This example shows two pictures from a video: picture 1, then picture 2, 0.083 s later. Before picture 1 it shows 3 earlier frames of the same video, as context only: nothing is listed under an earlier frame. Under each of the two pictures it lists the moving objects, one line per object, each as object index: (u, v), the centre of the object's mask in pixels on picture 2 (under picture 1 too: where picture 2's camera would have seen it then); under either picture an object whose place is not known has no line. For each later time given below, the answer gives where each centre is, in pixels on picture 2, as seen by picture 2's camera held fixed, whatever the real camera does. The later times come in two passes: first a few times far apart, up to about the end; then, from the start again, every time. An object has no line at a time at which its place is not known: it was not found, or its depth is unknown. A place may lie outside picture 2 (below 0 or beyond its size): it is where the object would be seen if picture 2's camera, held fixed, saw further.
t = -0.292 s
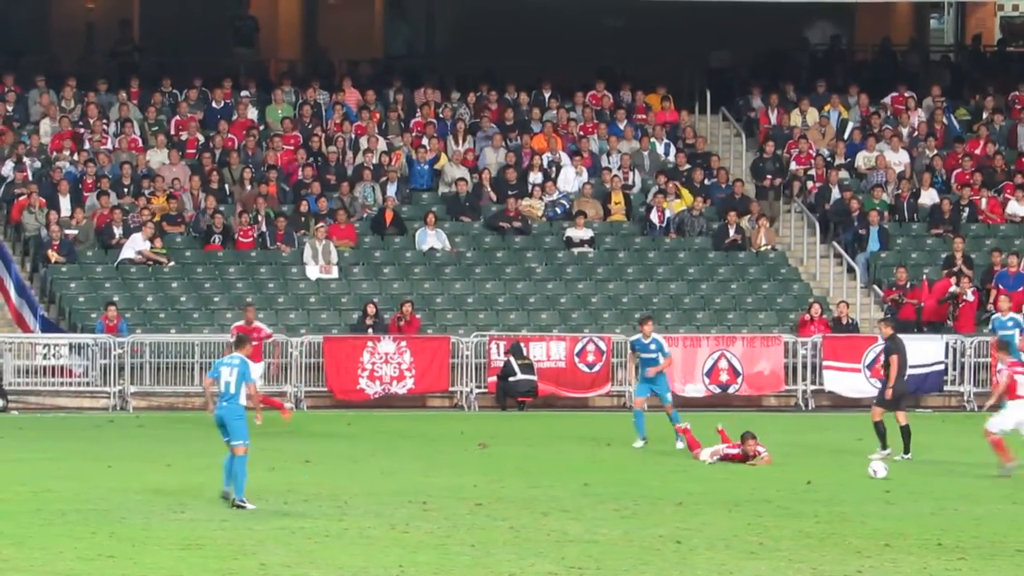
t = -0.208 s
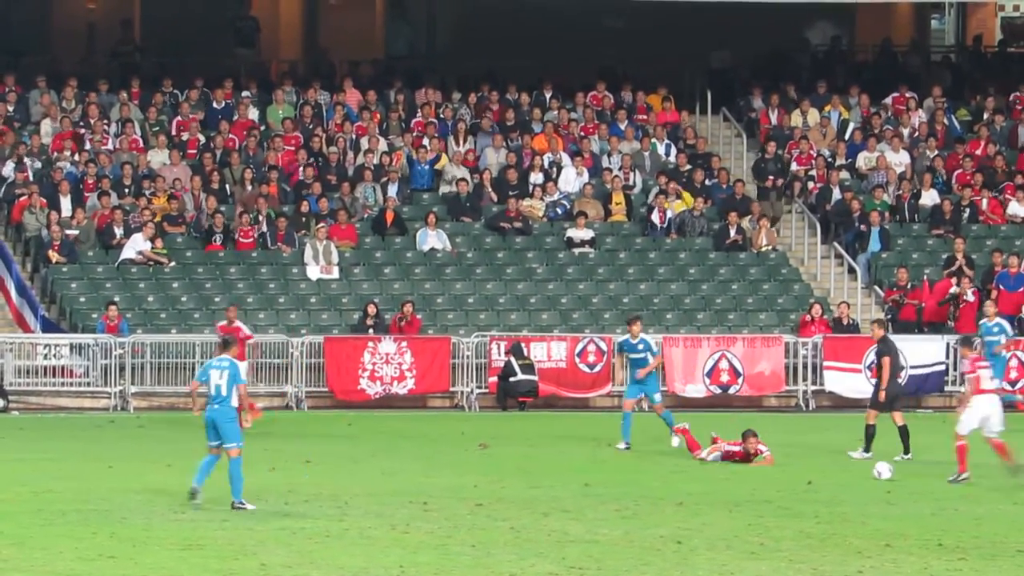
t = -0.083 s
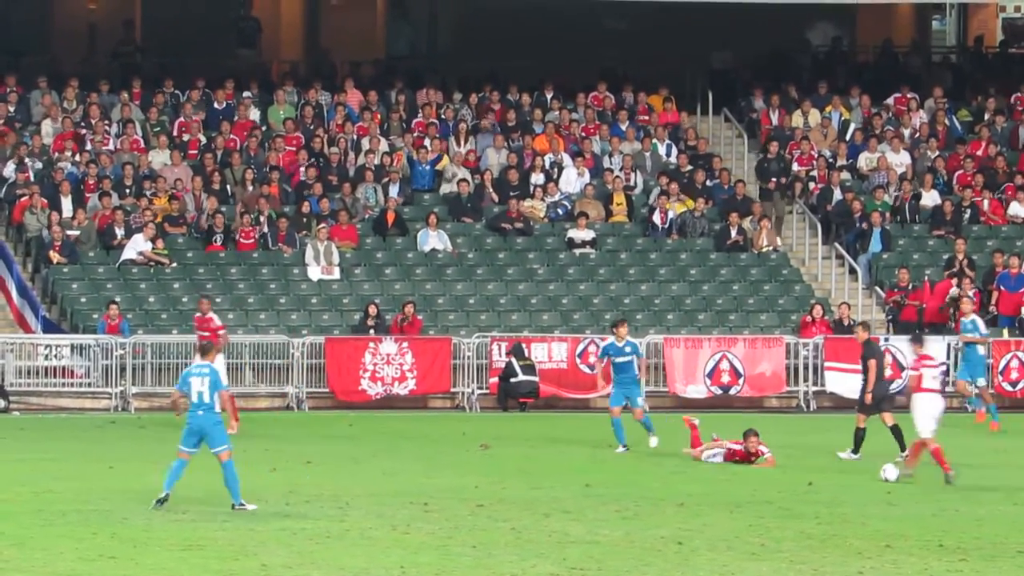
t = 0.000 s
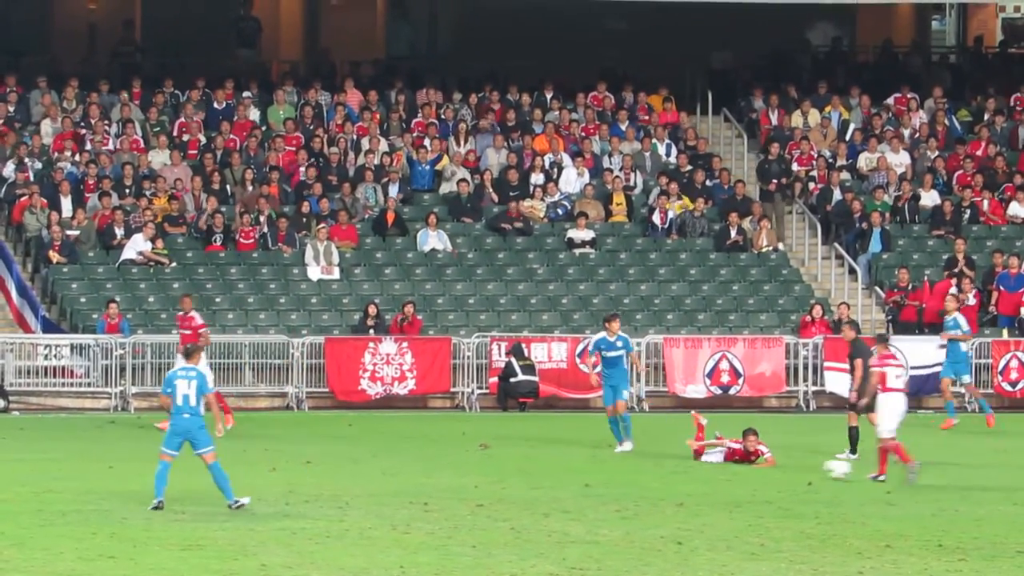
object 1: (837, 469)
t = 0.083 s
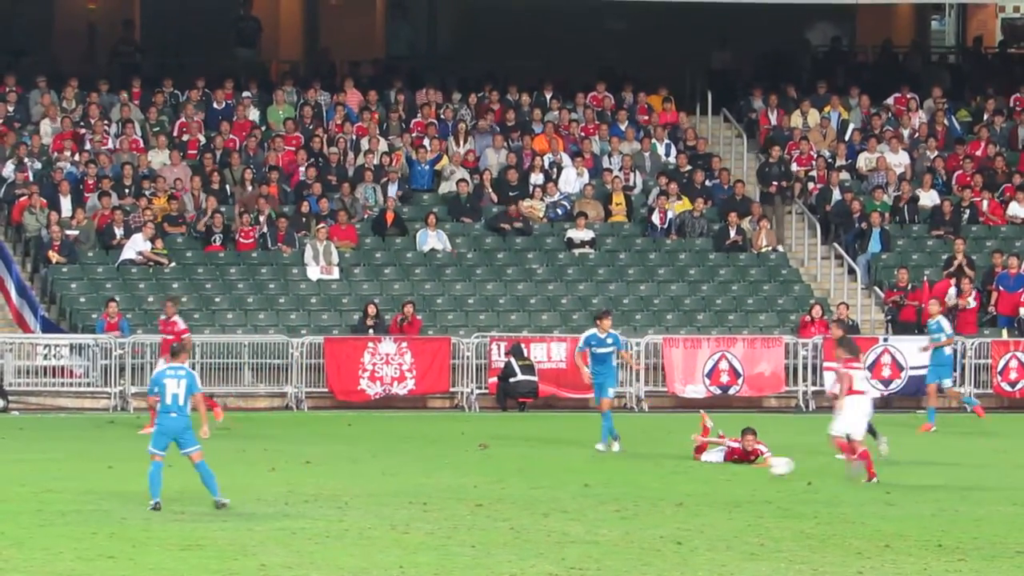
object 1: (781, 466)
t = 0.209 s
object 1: (695, 470)
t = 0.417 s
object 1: (575, 469)
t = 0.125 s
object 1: (751, 466)
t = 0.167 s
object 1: (723, 469)
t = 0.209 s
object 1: (695, 470)
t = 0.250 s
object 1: (670, 468)
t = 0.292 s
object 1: (646, 466)
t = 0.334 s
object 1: (622, 466)
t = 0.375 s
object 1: (599, 468)
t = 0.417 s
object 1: (575, 469)
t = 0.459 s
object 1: (555, 467)
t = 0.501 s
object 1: (535, 466)
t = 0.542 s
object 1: (514, 466)
